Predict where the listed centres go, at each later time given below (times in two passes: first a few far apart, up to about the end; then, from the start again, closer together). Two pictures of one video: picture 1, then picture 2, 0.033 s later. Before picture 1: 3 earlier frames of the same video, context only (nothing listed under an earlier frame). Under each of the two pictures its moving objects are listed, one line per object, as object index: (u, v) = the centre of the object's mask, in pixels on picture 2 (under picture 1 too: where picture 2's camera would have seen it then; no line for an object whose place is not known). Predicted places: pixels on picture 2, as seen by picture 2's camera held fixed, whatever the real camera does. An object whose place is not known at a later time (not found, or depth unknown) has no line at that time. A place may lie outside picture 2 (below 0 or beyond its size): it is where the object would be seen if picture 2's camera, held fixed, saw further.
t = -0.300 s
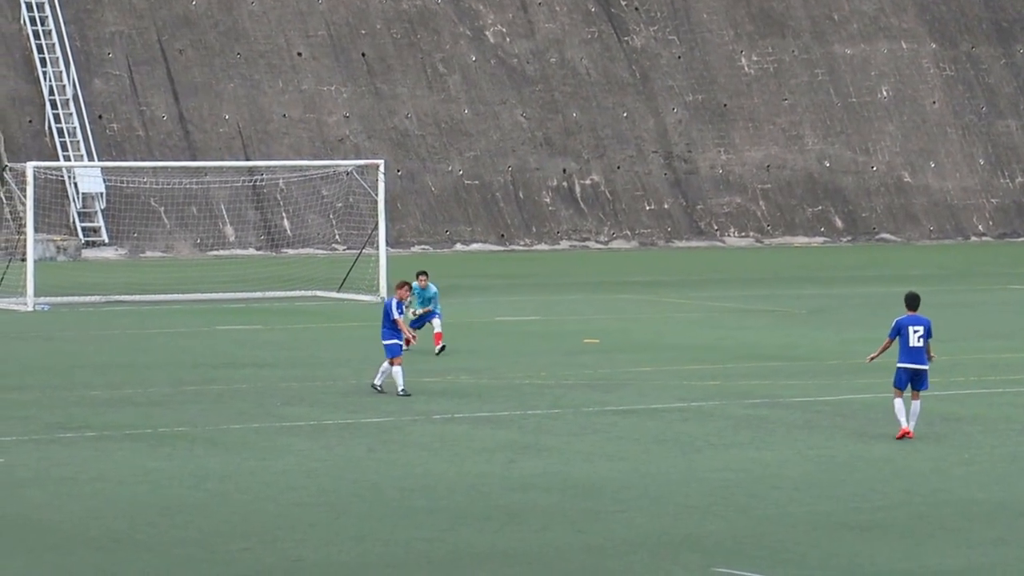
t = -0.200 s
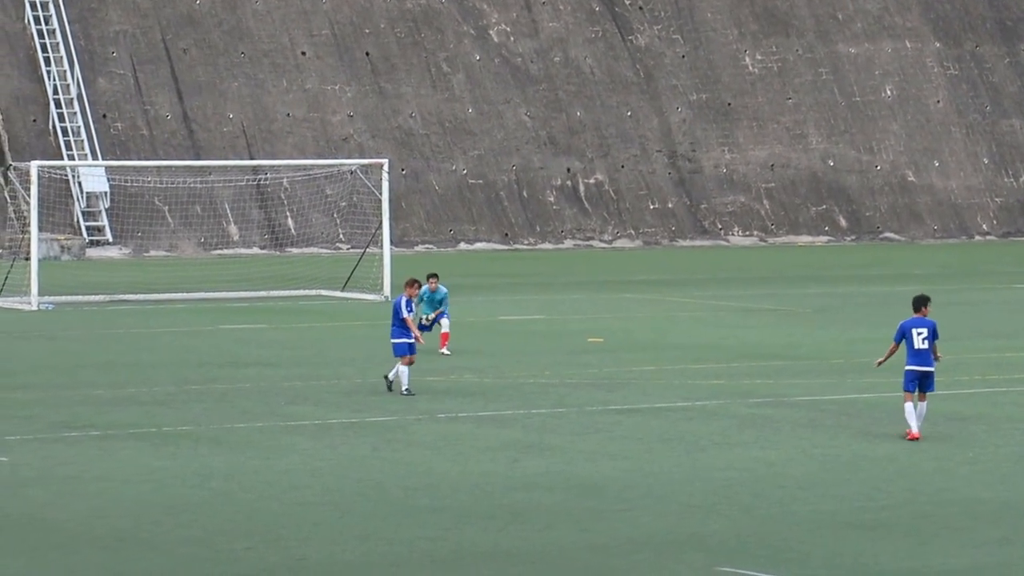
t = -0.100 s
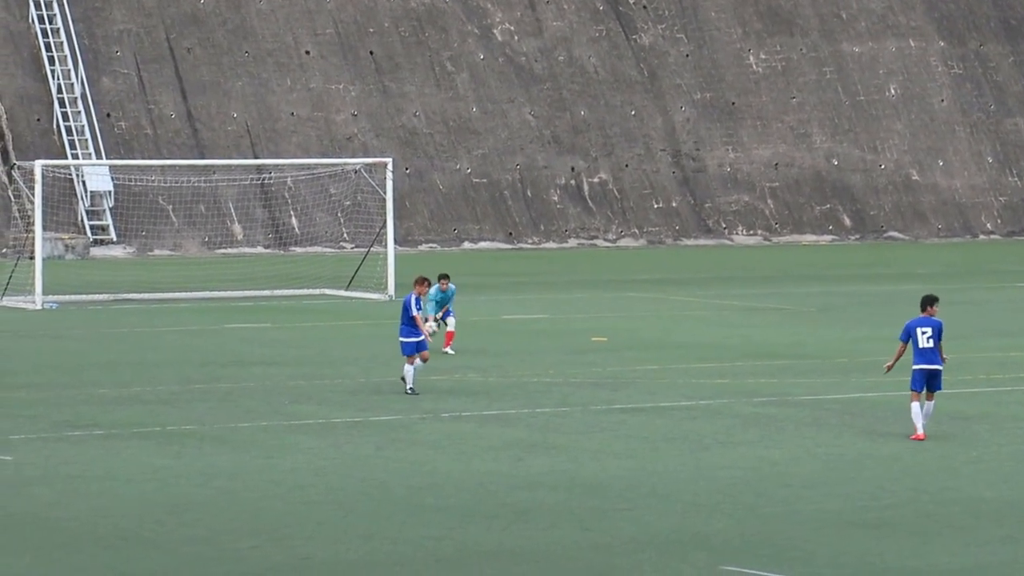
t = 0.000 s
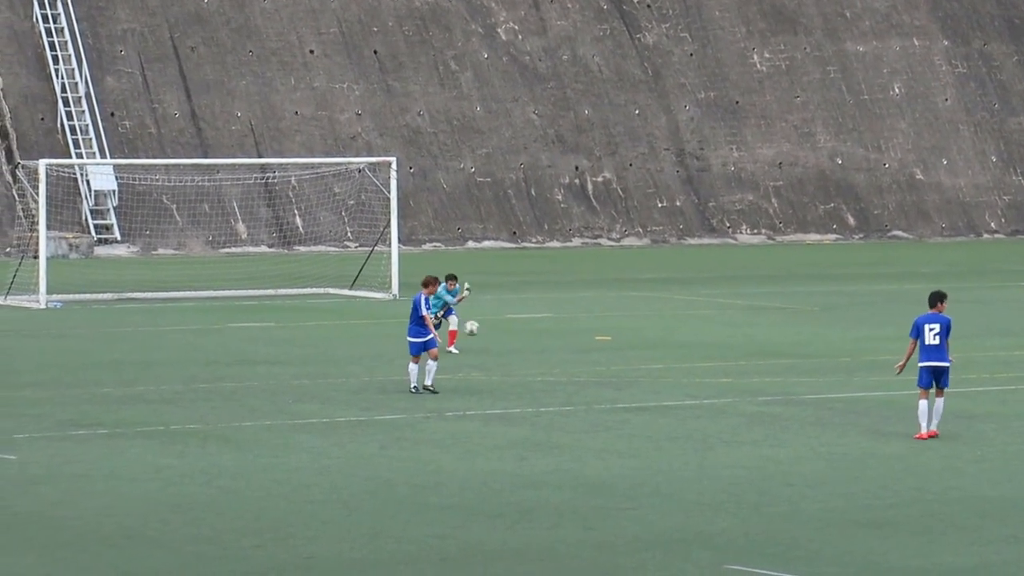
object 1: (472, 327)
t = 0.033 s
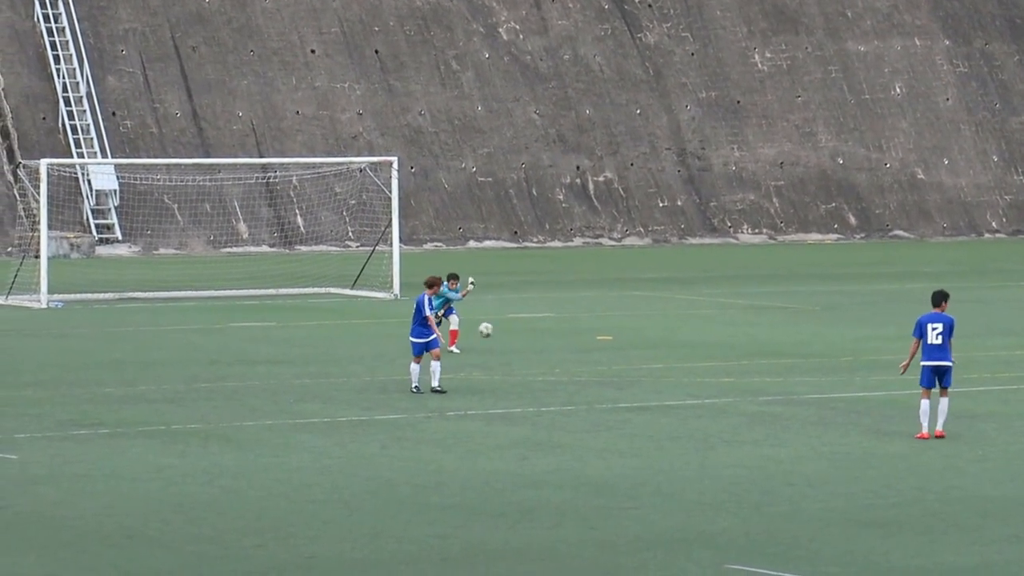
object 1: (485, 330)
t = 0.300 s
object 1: (576, 360)
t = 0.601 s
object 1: (642, 360)
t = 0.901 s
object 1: (701, 375)
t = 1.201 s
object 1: (759, 399)
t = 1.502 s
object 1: (814, 410)
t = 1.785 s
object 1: (868, 421)
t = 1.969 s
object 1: (904, 434)
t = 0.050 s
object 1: (492, 331)
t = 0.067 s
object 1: (498, 332)
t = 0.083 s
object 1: (504, 334)
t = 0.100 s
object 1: (510, 336)
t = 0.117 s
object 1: (516, 338)
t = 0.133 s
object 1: (523, 341)
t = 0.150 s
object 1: (528, 344)
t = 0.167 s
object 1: (534, 346)
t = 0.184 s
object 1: (541, 349)
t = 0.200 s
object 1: (546, 353)
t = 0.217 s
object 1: (553, 356)
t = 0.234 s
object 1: (558, 360)
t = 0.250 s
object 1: (564, 365)
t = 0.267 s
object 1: (568, 365)
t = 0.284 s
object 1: (572, 362)
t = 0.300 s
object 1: (576, 360)
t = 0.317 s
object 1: (580, 358)
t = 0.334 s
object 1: (584, 357)
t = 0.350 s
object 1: (588, 355)
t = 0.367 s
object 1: (592, 354)
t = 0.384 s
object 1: (595, 353)
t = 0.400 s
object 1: (599, 352)
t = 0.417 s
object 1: (603, 352)
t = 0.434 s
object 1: (606, 352)
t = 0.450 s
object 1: (610, 351)
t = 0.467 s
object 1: (614, 351)
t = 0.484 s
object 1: (618, 352)
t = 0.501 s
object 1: (621, 352)
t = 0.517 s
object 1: (625, 353)
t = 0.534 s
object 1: (628, 354)
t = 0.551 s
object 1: (632, 355)
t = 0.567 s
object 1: (635, 357)
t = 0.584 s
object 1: (638, 358)
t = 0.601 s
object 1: (642, 360)
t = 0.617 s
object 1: (645, 362)
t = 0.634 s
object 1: (648, 364)
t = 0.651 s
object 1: (652, 367)
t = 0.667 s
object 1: (656, 370)
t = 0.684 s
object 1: (659, 373)
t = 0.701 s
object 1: (662, 376)
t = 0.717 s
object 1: (666, 380)
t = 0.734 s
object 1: (669, 384)
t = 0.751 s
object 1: (673, 385)
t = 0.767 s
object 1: (675, 384)
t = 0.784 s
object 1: (679, 381)
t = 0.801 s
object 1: (682, 380)
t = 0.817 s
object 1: (685, 379)
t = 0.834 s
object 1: (688, 378)
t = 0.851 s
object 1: (691, 377)
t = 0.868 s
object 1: (694, 376)
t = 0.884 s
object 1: (698, 375)
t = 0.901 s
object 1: (701, 375)
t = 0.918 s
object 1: (704, 375)
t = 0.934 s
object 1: (708, 376)
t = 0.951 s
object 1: (711, 376)
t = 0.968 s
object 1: (714, 377)
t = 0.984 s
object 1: (718, 378)
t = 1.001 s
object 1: (721, 379)
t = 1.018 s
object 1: (724, 380)
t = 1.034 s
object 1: (727, 382)
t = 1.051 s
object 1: (730, 384)
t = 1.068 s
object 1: (733, 386)
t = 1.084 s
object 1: (736, 388)
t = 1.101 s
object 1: (739, 391)
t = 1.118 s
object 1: (743, 393)
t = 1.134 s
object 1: (745, 396)
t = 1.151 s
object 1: (749, 400)
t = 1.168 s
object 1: (752, 402)
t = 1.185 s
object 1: (755, 401)
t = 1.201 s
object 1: (759, 399)
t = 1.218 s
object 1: (762, 397)
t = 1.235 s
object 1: (765, 396)
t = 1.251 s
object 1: (768, 395)
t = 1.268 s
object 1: (772, 394)
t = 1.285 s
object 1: (773, 395)
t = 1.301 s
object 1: (777, 394)
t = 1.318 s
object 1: (780, 394)
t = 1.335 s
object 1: (783, 395)
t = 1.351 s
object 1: (787, 395)
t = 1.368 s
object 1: (790, 396)
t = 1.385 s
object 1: (793, 397)
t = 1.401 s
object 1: (796, 398)
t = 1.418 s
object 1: (799, 399)
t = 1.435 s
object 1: (802, 401)
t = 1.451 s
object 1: (805, 403)
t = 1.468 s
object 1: (808, 405)
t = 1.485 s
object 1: (811, 407)
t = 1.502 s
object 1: (814, 410)
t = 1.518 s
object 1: (817, 413)
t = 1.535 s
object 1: (820, 416)
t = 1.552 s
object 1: (824, 416)
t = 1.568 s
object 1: (827, 415)
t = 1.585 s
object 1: (829, 415)
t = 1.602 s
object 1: (834, 413)
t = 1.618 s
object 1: (837, 413)
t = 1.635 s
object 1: (840, 412)
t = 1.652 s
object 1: (844, 412)
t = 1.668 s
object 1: (847, 413)
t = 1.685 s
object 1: (850, 412)
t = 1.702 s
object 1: (853, 413)
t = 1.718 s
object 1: (856, 414)
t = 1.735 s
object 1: (859, 415)
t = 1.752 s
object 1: (862, 417)
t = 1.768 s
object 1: (866, 419)
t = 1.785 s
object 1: (868, 421)
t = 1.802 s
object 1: (872, 423)
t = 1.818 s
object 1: (875, 426)
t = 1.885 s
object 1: (887, 431)
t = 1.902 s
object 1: (890, 431)
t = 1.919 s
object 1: (894, 431)
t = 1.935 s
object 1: (897, 432)
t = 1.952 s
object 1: (901, 432)
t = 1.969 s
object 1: (904, 434)
